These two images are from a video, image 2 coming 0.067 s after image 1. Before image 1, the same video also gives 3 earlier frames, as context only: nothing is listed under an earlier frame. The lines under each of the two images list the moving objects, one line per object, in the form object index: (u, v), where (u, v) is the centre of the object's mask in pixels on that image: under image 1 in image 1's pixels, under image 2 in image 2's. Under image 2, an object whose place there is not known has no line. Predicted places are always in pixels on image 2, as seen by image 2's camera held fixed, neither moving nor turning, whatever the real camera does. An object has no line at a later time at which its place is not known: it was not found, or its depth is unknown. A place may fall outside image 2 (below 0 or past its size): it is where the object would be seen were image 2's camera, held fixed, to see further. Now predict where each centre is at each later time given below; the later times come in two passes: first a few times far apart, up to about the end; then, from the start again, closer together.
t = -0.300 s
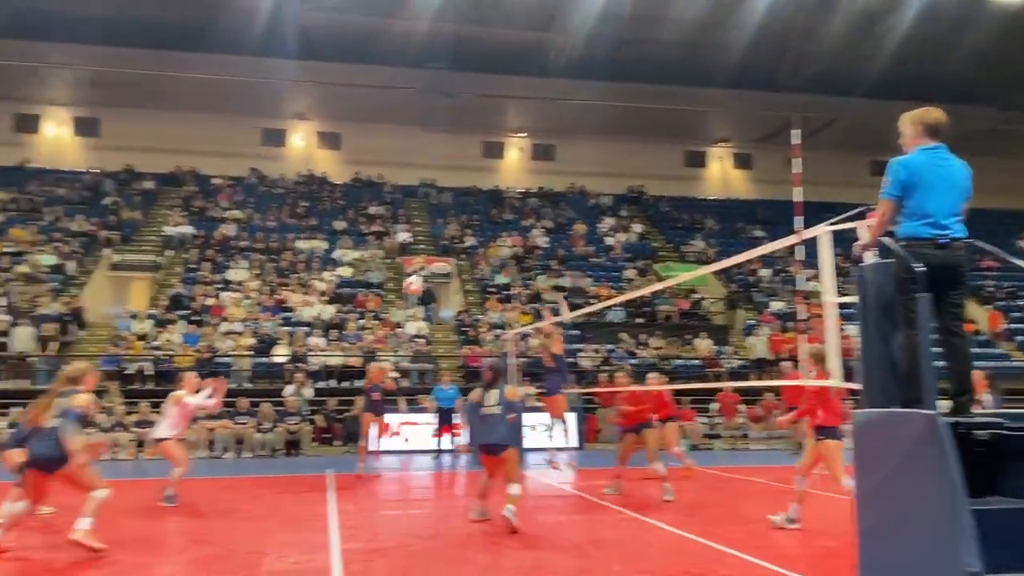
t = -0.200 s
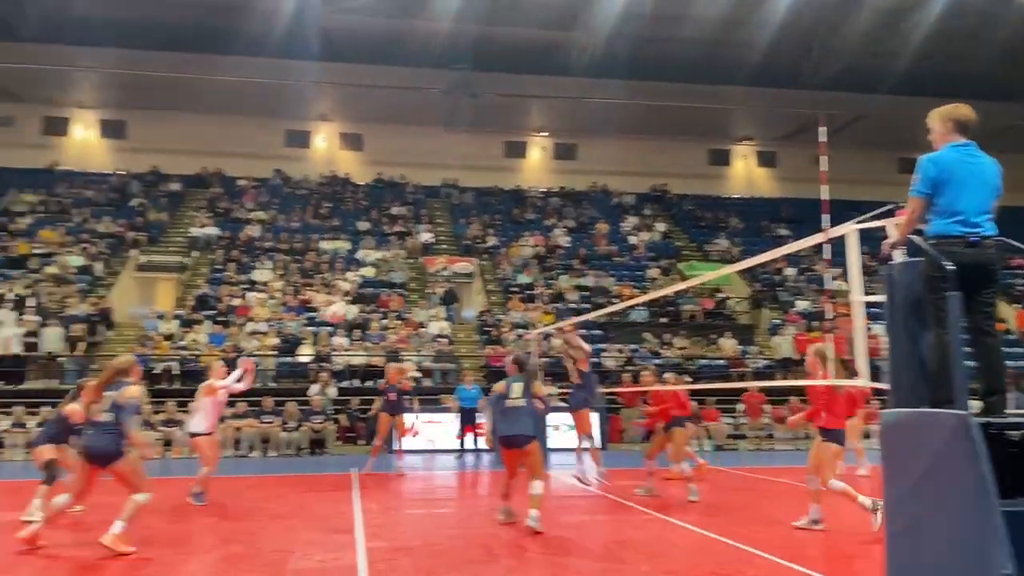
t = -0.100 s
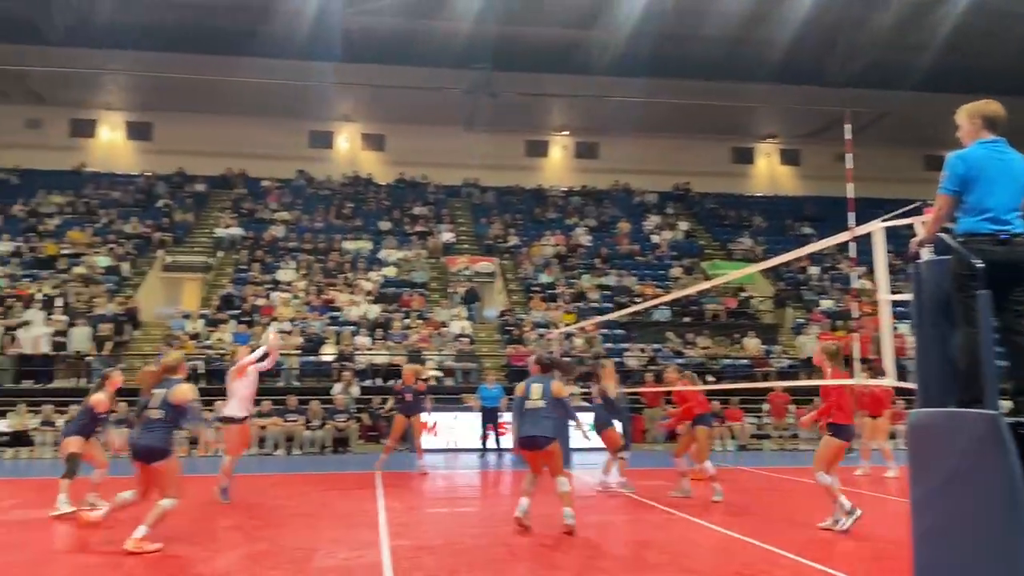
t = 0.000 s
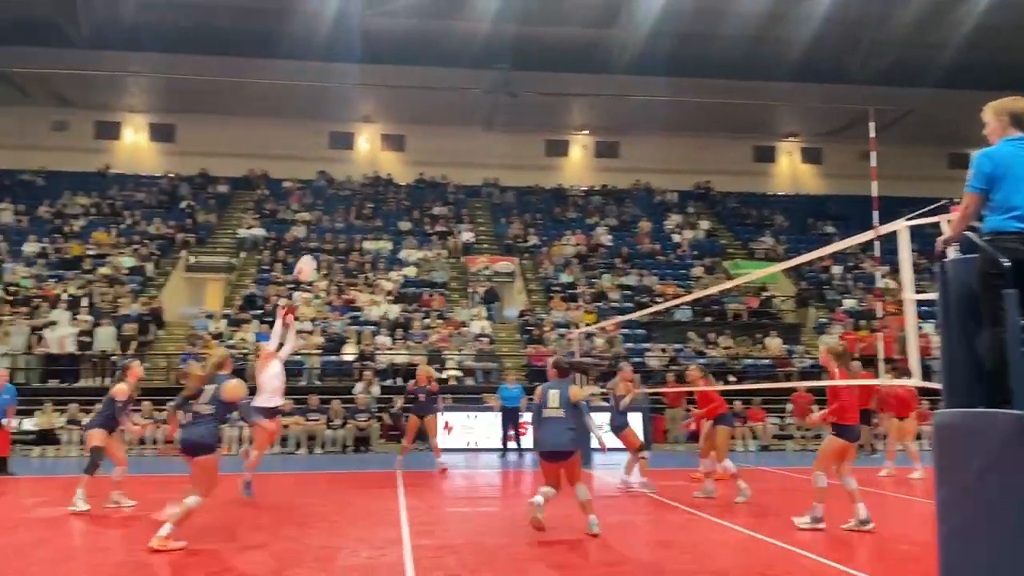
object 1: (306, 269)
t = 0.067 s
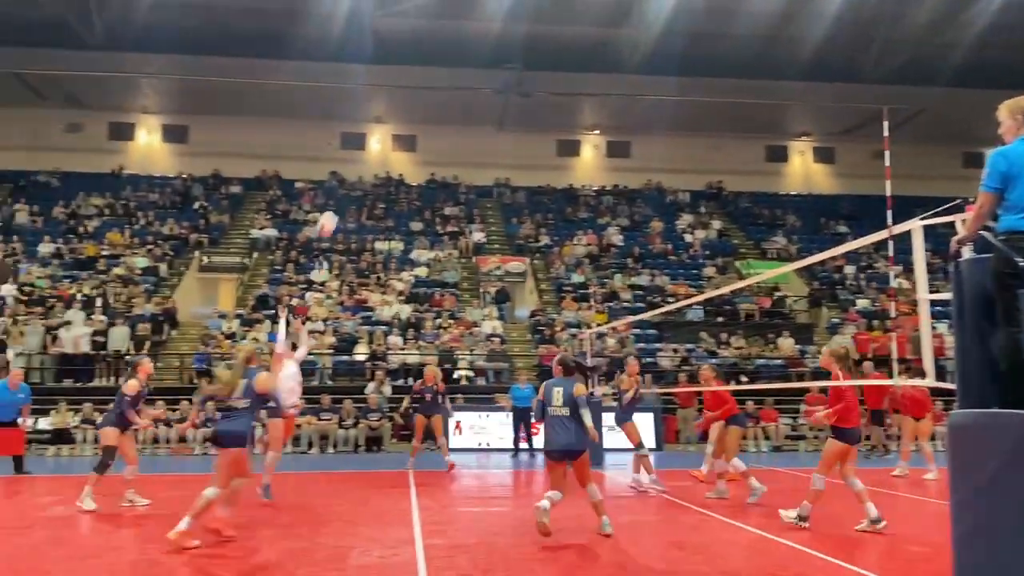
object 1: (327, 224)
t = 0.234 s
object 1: (352, 134)
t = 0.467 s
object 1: (387, 47)
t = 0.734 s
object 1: (428, 5)
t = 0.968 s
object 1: (464, 15)
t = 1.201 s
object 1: (501, 77)
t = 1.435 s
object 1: (540, 192)
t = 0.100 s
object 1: (330, 204)
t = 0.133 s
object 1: (336, 185)
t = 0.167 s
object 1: (341, 167)
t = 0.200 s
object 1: (347, 149)
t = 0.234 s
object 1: (352, 134)
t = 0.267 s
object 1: (357, 117)
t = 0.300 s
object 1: (362, 104)
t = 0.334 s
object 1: (367, 90)
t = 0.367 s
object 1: (372, 78)
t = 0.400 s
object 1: (377, 67)
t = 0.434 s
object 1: (382, 57)
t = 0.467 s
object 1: (387, 47)
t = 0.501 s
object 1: (392, 38)
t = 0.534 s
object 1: (397, 31)
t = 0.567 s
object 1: (402, 24)
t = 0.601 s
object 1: (408, 18)
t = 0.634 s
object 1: (413, 13)
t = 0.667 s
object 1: (418, 9)
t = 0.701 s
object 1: (423, 6)
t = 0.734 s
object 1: (428, 5)
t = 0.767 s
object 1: (433, 4)
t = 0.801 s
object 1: (438, 4)
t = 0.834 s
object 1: (443, 4)
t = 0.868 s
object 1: (449, 5)
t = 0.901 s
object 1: (454, 7)
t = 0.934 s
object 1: (459, 11)
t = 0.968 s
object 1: (464, 15)
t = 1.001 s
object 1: (470, 21)
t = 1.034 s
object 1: (475, 28)
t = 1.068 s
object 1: (480, 36)
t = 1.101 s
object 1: (485, 45)
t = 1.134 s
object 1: (490, 54)
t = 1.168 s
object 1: (496, 65)
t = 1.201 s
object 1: (501, 77)
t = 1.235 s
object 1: (506, 90)
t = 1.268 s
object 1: (511, 104)
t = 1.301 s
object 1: (517, 120)
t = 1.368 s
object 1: (528, 154)
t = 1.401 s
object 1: (534, 172)
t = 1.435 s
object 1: (540, 192)
